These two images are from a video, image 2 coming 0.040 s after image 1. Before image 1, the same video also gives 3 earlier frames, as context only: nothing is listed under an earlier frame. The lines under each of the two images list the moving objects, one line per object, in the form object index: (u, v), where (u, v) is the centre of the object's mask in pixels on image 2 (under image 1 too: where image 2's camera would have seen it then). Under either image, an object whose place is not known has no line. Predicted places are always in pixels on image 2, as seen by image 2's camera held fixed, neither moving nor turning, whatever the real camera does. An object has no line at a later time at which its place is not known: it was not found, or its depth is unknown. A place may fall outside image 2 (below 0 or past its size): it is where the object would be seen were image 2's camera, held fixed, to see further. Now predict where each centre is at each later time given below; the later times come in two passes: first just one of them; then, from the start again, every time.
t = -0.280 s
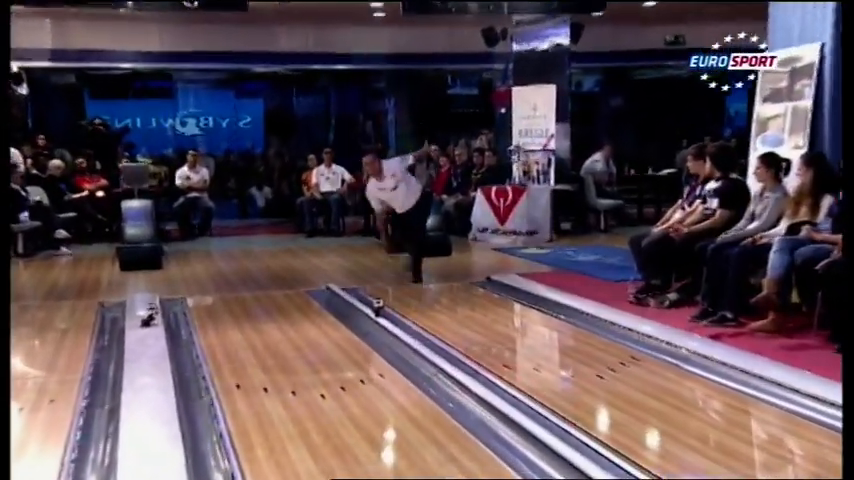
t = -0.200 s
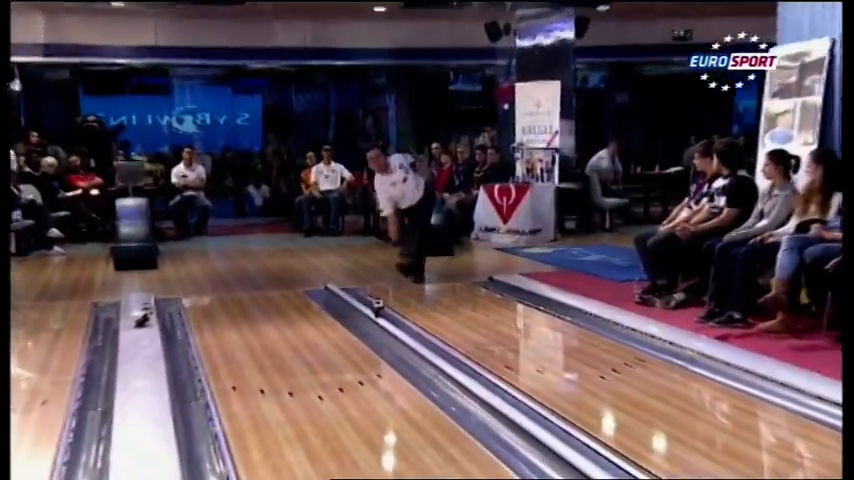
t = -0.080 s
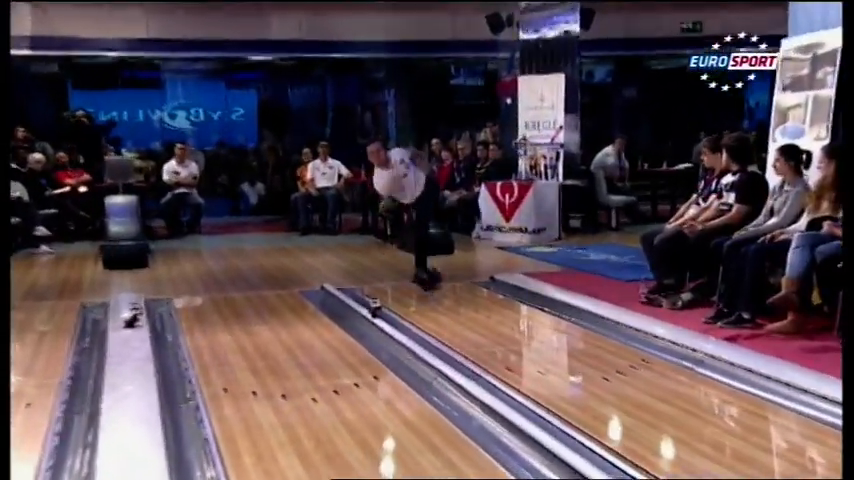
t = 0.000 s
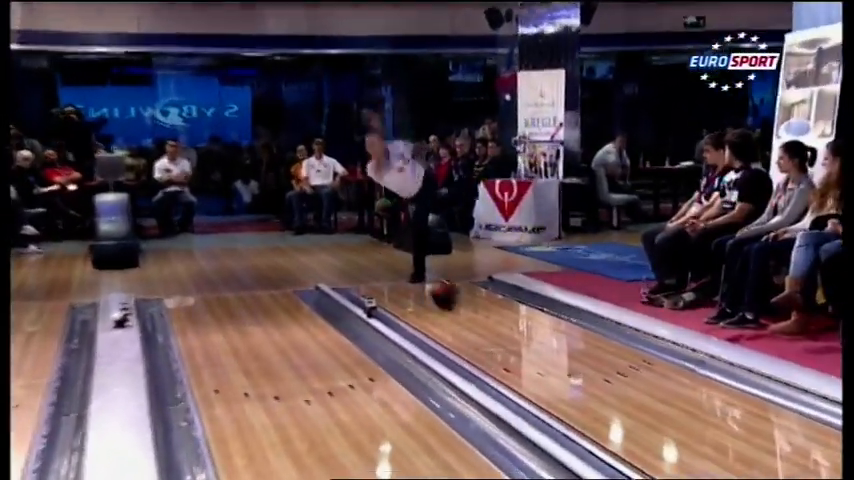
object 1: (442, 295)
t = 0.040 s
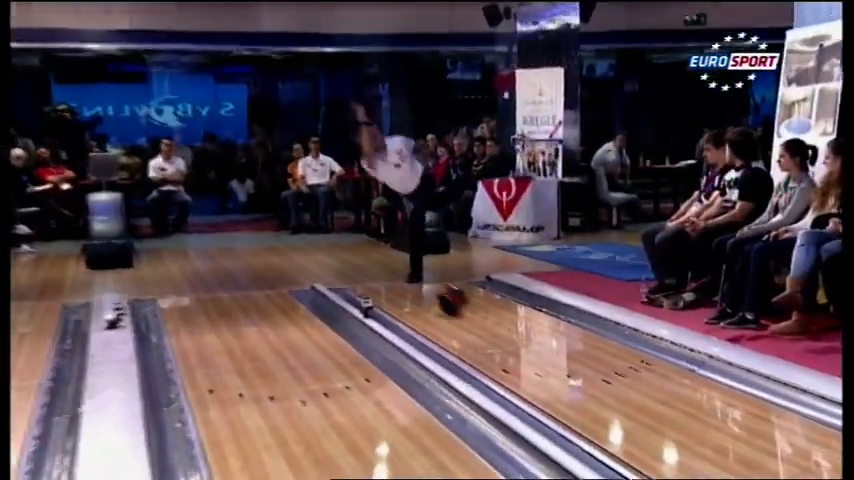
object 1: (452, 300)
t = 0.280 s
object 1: (530, 343)
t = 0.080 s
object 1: (463, 306)
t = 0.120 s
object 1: (475, 312)
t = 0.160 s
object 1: (486, 319)
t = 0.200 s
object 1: (500, 327)
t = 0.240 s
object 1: (515, 334)
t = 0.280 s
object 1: (530, 343)
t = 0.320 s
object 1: (548, 353)
